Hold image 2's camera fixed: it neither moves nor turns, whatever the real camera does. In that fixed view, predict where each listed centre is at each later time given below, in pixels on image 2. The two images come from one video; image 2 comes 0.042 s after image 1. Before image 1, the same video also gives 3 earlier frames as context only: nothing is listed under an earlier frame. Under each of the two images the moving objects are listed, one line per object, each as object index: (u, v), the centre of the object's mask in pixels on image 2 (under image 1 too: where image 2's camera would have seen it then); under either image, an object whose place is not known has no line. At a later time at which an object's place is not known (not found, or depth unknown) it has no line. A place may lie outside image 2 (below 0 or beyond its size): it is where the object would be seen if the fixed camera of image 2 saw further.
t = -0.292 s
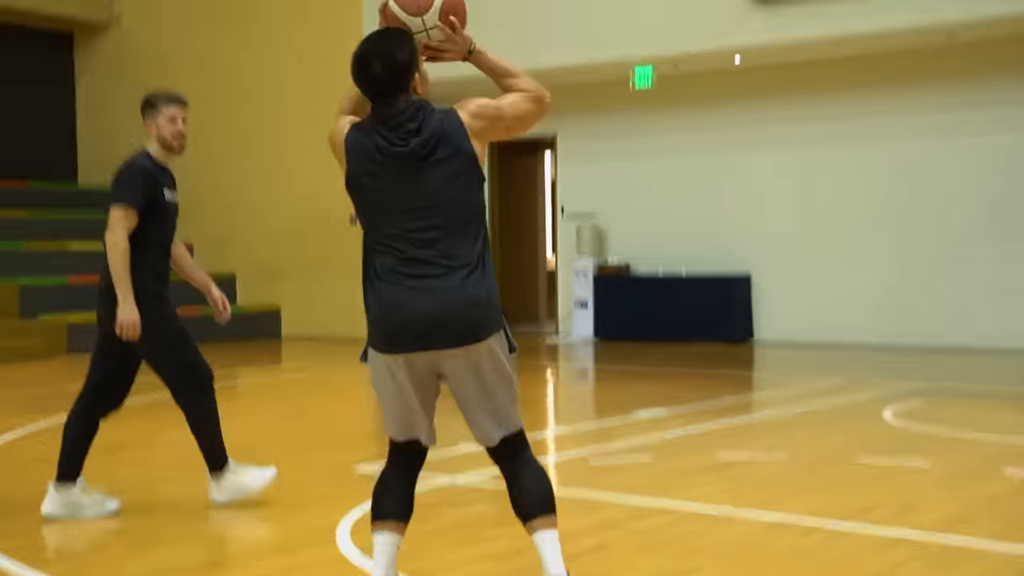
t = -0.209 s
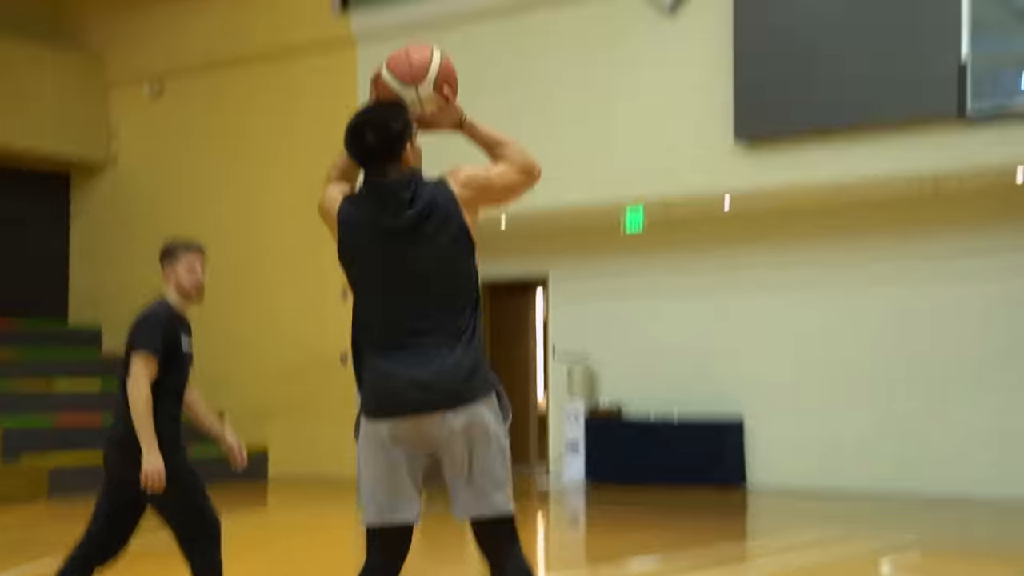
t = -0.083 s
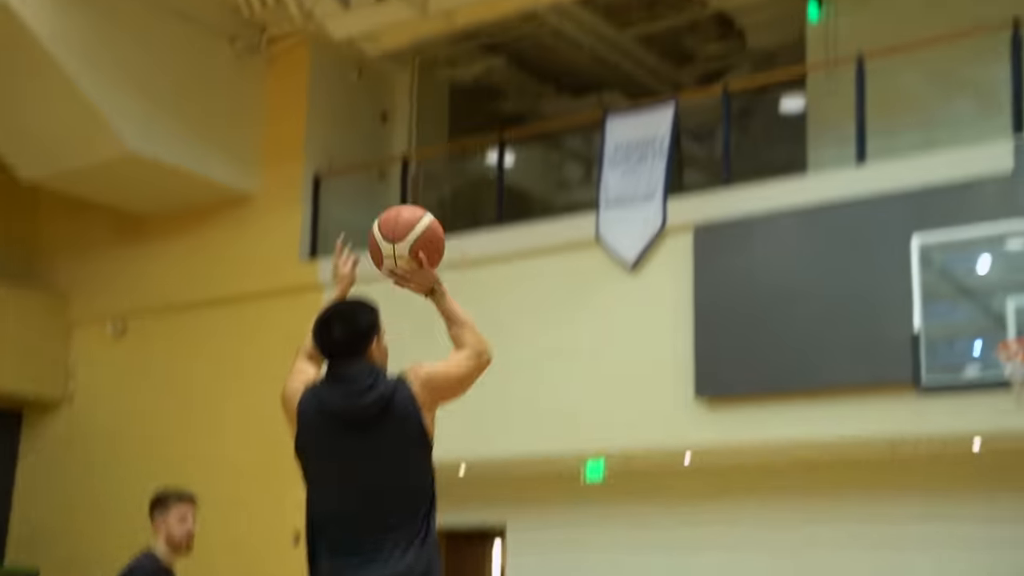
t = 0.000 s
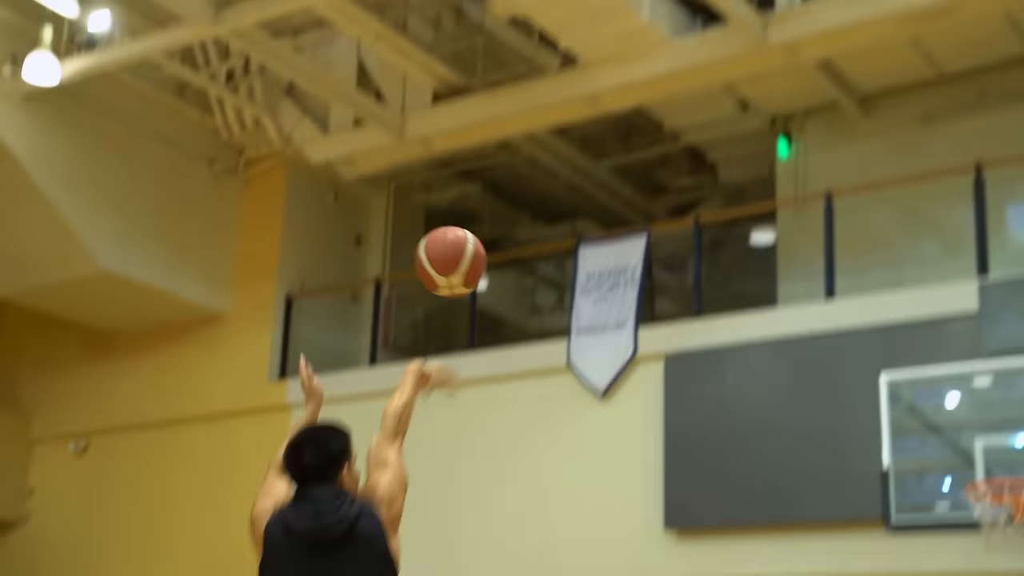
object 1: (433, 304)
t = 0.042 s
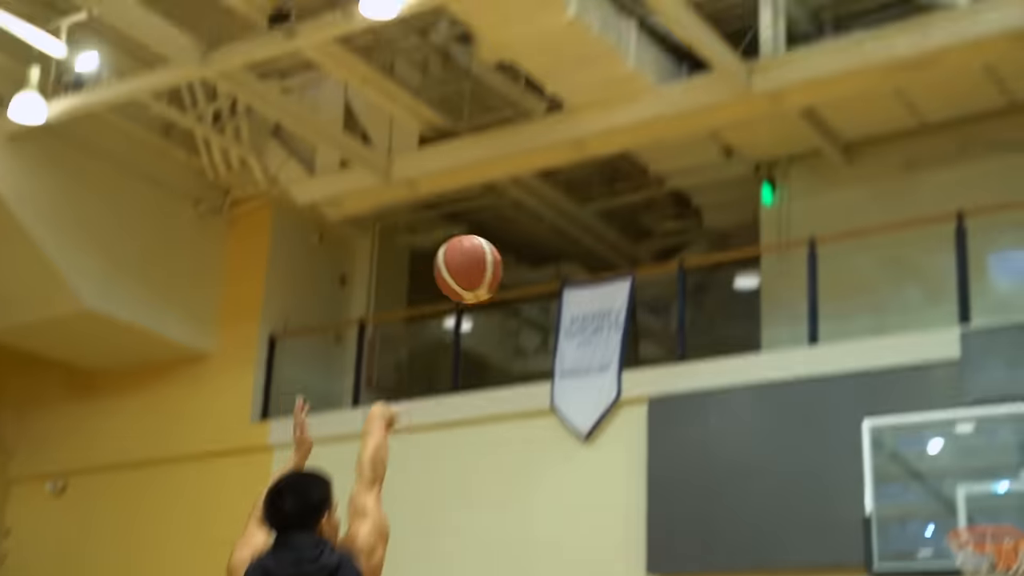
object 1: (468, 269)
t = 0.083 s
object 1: (514, 226)
